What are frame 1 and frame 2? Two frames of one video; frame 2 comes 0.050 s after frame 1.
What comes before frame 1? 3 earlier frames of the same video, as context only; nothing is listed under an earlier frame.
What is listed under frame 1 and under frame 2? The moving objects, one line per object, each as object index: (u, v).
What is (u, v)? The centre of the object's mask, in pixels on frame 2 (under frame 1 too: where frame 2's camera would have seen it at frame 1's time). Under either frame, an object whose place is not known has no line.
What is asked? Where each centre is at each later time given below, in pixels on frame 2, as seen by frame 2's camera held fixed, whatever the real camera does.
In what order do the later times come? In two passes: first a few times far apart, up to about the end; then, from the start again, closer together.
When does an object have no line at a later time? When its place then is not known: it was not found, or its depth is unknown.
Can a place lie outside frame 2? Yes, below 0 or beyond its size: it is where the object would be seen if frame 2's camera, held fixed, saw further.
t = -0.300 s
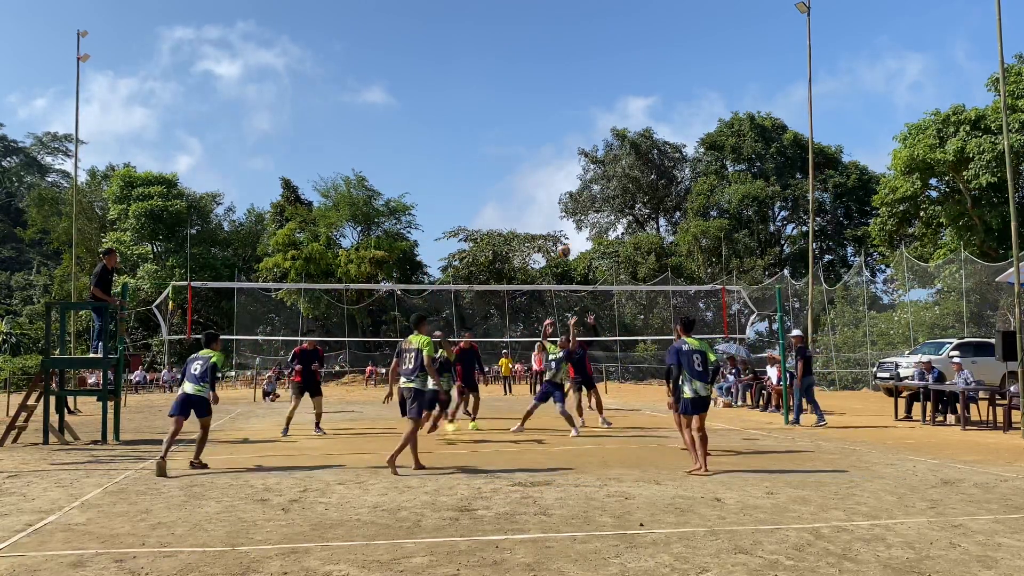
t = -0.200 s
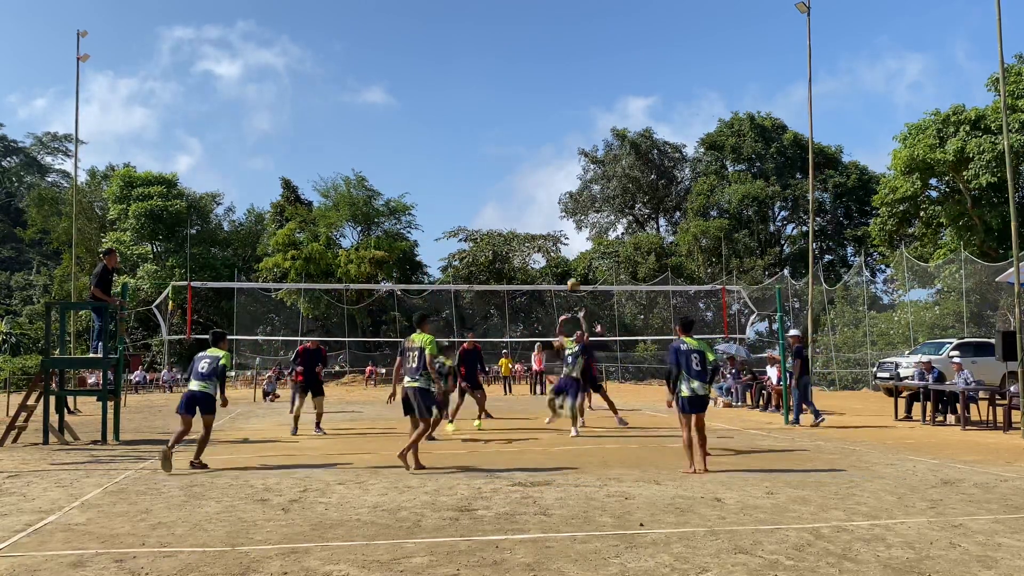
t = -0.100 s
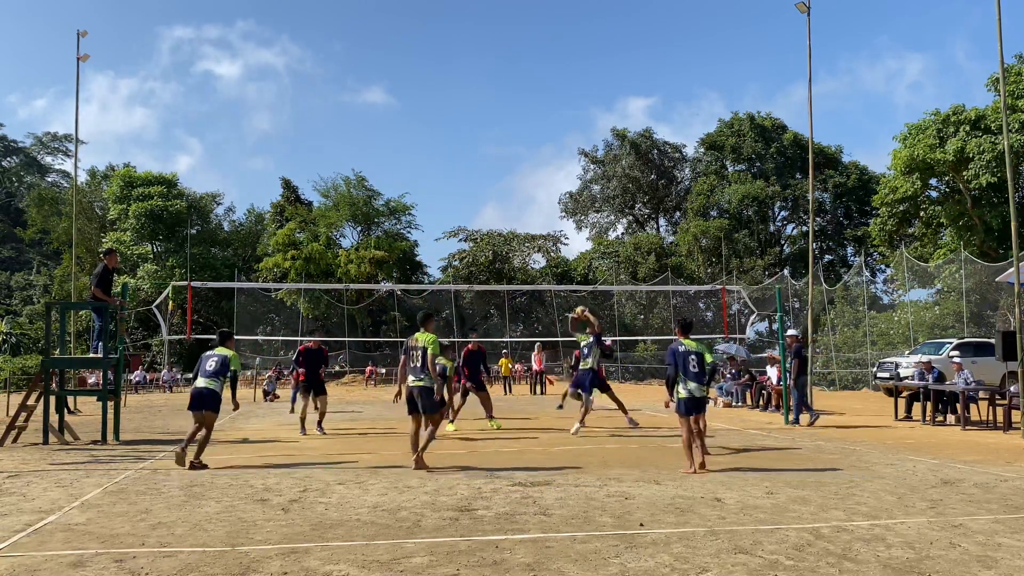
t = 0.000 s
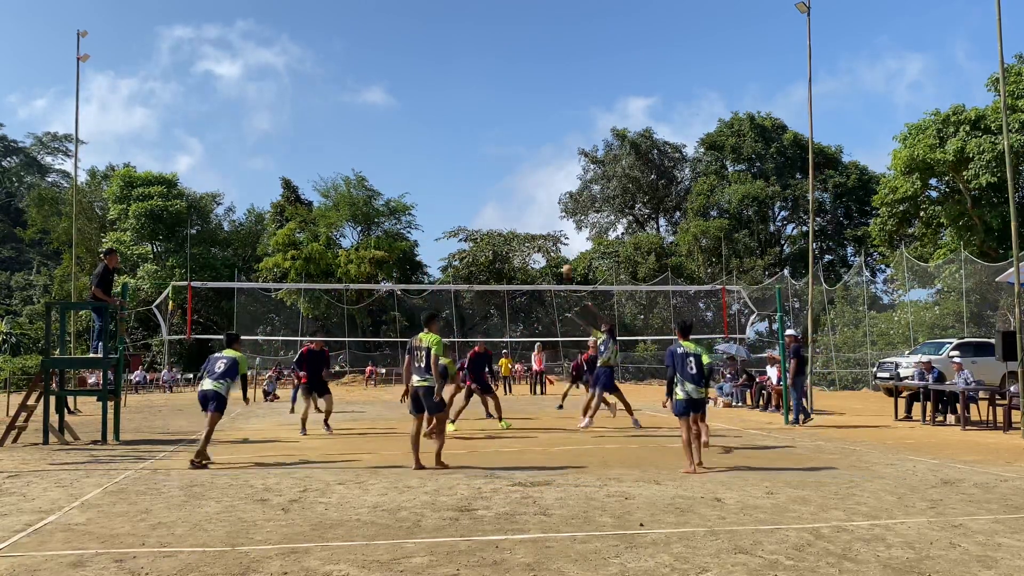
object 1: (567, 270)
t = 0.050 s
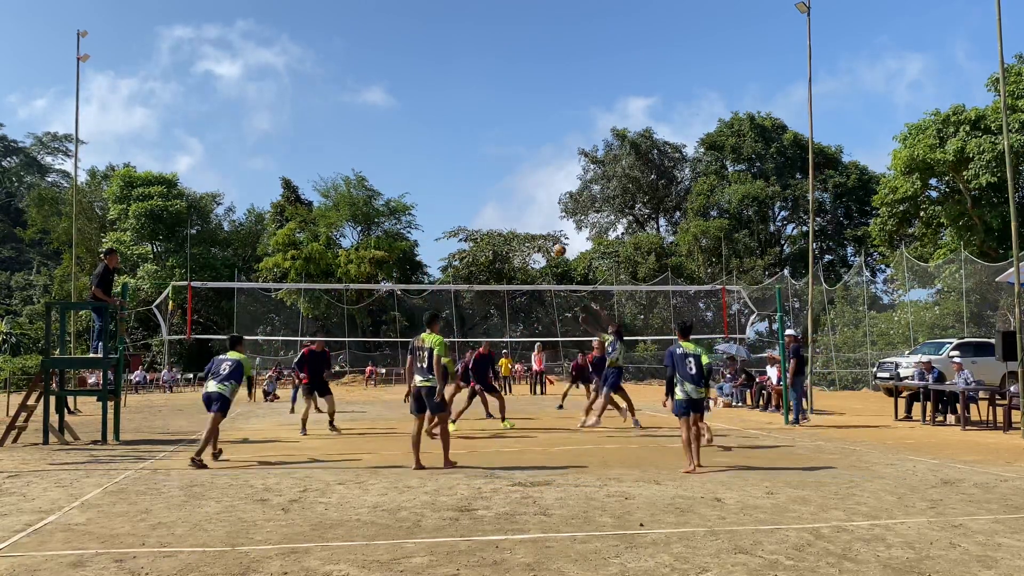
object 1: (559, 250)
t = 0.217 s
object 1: (532, 194)
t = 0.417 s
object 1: (501, 146)
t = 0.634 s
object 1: (468, 121)
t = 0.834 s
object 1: (437, 125)
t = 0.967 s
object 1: (417, 143)
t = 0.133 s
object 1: (545, 220)
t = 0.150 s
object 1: (543, 214)
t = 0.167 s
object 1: (540, 209)
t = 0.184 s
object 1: (537, 203)
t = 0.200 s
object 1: (535, 198)
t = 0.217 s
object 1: (532, 194)
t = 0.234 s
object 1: (529, 189)
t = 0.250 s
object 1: (527, 184)
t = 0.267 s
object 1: (524, 180)
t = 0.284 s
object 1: (522, 175)
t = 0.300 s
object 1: (519, 171)
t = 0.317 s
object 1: (516, 167)
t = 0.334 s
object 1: (514, 163)
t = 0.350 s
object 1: (511, 160)
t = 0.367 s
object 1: (509, 156)
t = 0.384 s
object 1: (506, 153)
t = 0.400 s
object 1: (504, 149)
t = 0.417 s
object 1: (501, 146)
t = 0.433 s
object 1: (498, 143)
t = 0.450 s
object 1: (496, 141)
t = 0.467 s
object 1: (493, 138)
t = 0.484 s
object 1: (491, 136)
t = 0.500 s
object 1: (488, 134)
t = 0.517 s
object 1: (486, 132)
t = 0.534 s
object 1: (484, 130)
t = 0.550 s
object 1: (481, 128)
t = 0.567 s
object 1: (478, 127)
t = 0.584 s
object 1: (475, 126)
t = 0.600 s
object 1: (473, 125)
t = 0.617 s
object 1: (470, 124)
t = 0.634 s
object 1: (468, 121)
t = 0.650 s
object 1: (465, 121)
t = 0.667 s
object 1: (462, 120)
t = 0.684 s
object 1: (460, 120)
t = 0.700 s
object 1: (458, 120)
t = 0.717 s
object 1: (455, 120)
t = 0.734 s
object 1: (452, 120)
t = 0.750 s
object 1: (450, 120)
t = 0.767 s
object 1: (447, 121)
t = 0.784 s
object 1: (444, 121)
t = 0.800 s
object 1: (442, 122)
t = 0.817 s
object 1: (439, 123)
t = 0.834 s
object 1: (437, 125)
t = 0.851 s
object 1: (434, 127)
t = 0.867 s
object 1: (432, 128)
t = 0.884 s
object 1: (429, 130)
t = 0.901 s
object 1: (427, 132)
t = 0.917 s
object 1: (424, 135)
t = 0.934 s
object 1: (422, 138)
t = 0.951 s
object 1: (419, 141)
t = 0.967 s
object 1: (417, 143)
